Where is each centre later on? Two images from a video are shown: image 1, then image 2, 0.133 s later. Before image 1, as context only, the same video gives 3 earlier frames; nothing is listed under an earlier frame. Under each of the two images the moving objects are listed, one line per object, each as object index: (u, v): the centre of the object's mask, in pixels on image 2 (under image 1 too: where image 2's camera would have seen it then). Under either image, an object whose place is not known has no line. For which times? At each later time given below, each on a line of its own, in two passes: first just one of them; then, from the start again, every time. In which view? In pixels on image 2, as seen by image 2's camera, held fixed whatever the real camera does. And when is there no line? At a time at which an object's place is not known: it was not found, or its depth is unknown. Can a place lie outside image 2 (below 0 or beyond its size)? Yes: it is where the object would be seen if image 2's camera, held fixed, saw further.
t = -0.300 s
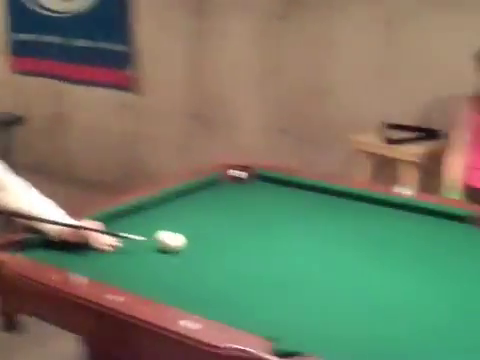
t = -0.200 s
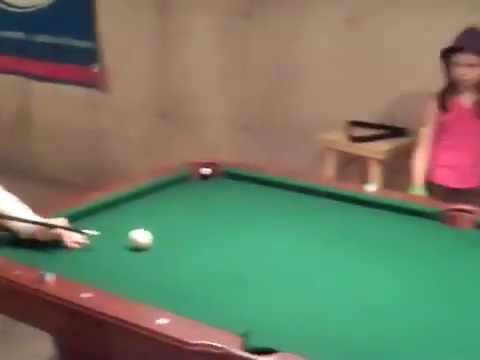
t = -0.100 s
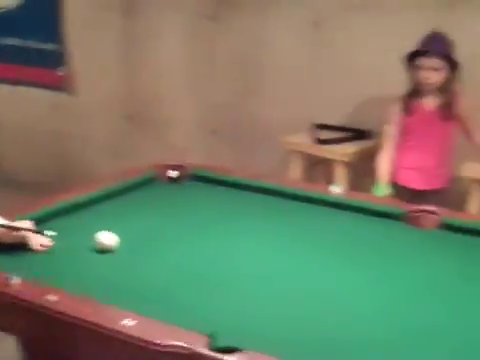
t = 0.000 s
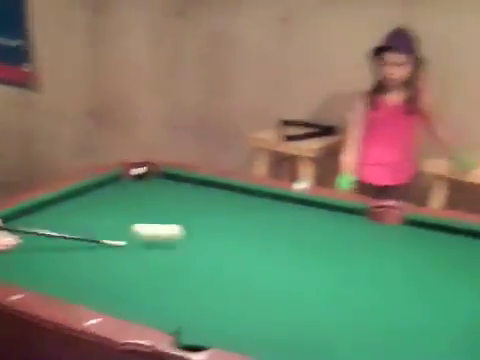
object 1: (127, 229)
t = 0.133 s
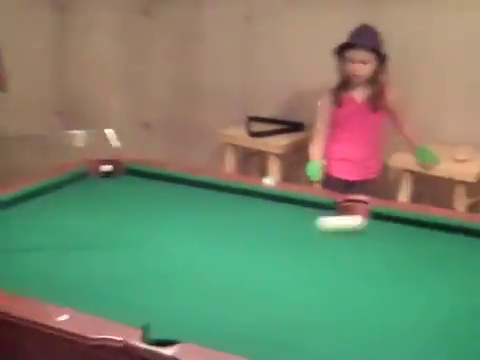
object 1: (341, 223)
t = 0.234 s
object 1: (444, 235)
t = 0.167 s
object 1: (391, 221)
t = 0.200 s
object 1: (425, 225)
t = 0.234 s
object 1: (444, 235)
